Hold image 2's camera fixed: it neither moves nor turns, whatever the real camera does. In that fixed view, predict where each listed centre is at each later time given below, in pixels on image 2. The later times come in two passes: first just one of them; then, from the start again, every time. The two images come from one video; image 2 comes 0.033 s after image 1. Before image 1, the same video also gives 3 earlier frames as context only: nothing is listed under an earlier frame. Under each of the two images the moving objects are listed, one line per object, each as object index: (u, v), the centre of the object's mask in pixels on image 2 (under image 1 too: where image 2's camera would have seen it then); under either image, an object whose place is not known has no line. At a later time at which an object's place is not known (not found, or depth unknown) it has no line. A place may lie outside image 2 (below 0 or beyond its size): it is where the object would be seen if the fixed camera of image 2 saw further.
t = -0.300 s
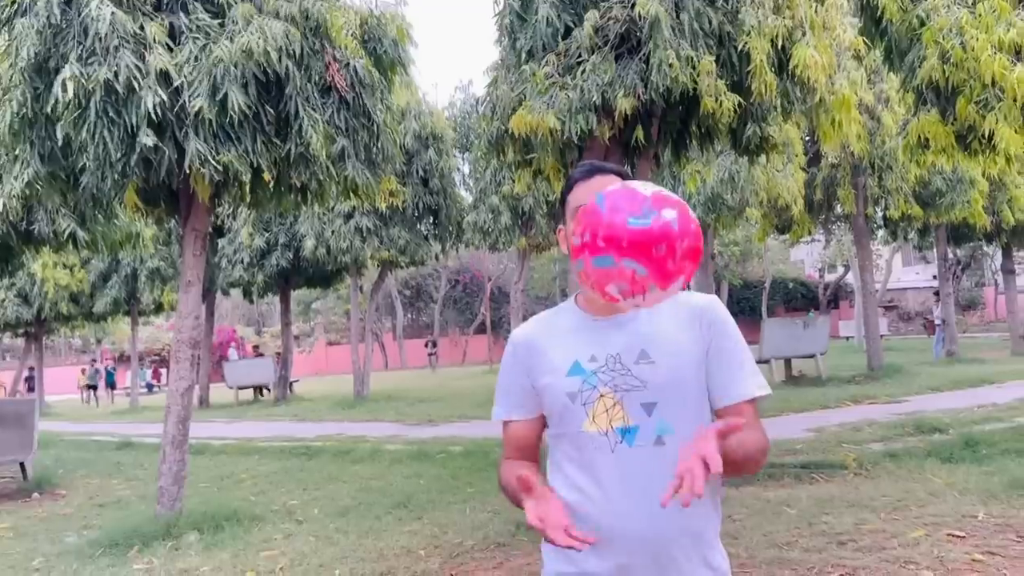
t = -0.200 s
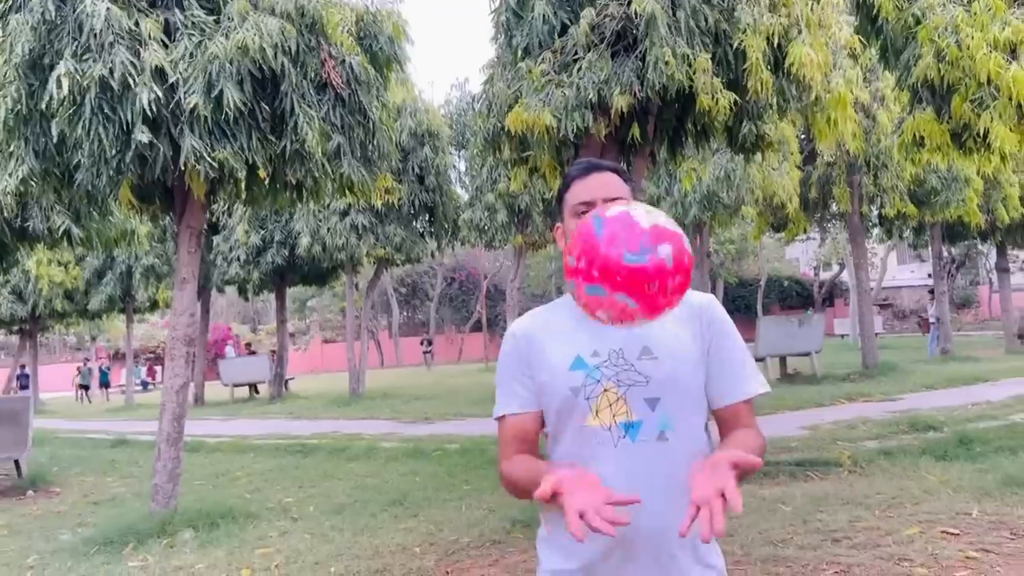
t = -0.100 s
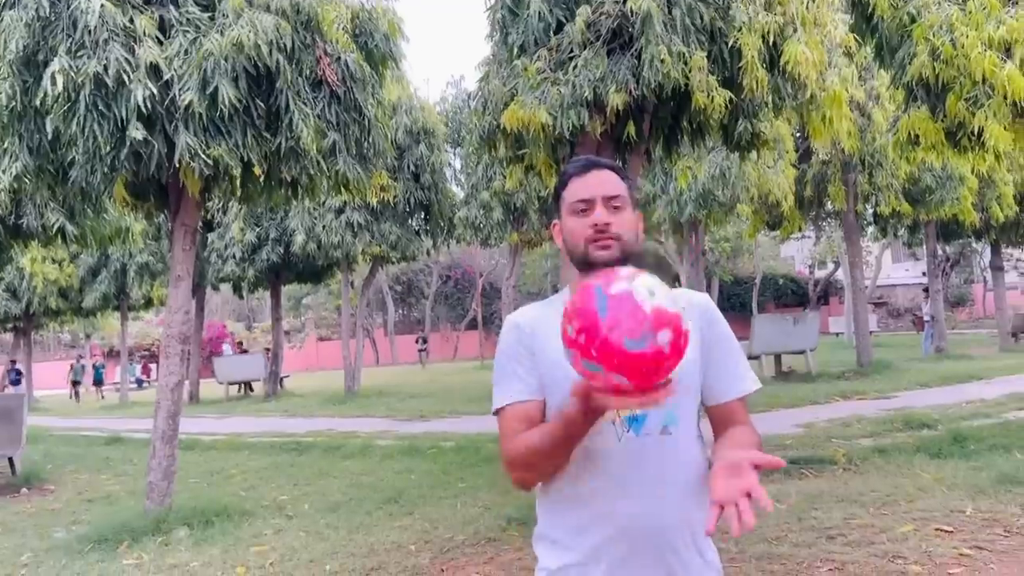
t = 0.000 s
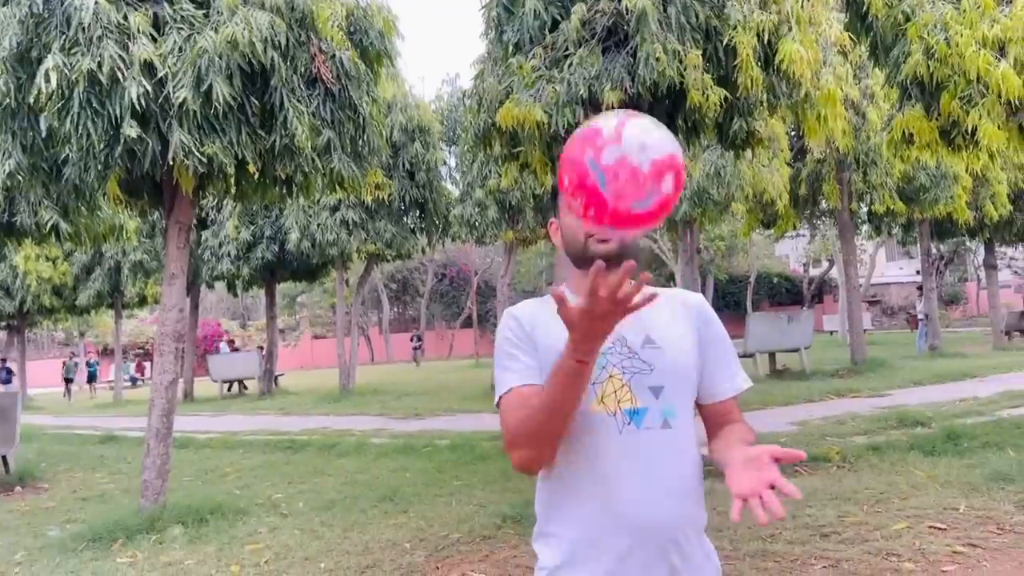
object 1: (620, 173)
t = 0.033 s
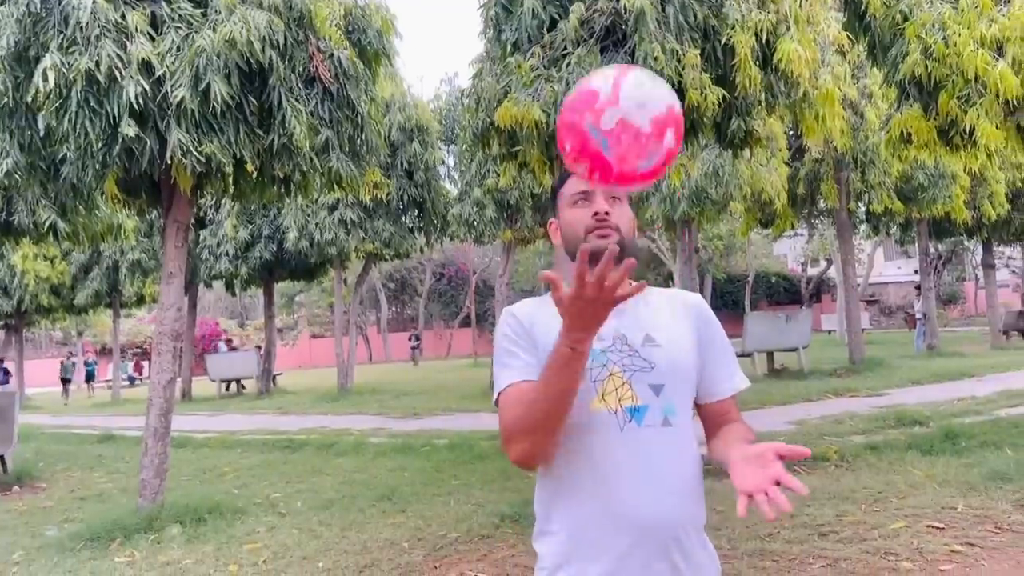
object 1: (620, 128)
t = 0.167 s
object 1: (622, 32)
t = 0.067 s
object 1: (621, 90)
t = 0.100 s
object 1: (621, 59)
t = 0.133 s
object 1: (621, 43)
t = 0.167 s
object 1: (622, 32)
